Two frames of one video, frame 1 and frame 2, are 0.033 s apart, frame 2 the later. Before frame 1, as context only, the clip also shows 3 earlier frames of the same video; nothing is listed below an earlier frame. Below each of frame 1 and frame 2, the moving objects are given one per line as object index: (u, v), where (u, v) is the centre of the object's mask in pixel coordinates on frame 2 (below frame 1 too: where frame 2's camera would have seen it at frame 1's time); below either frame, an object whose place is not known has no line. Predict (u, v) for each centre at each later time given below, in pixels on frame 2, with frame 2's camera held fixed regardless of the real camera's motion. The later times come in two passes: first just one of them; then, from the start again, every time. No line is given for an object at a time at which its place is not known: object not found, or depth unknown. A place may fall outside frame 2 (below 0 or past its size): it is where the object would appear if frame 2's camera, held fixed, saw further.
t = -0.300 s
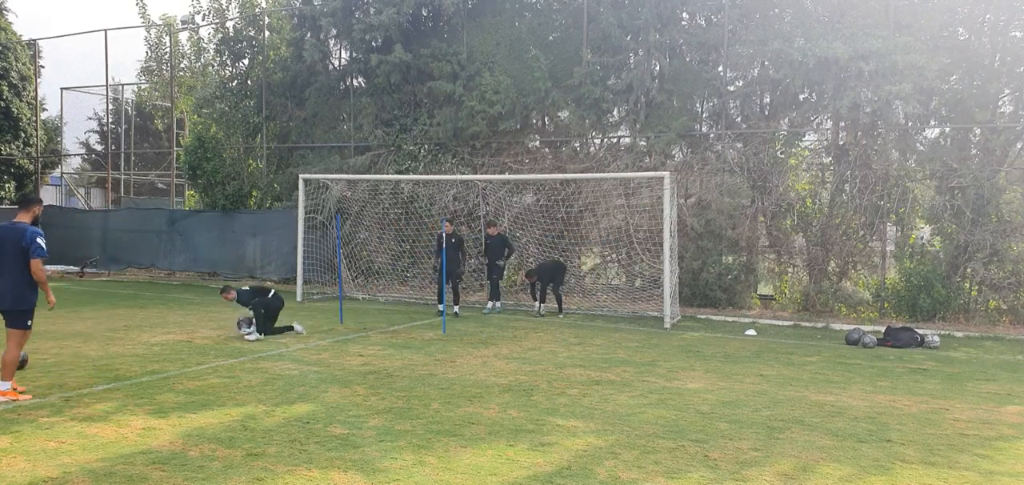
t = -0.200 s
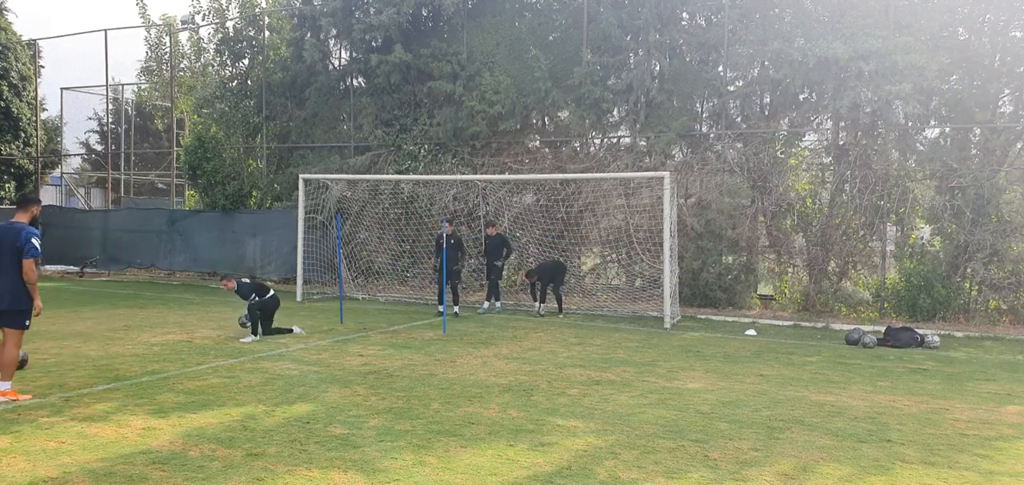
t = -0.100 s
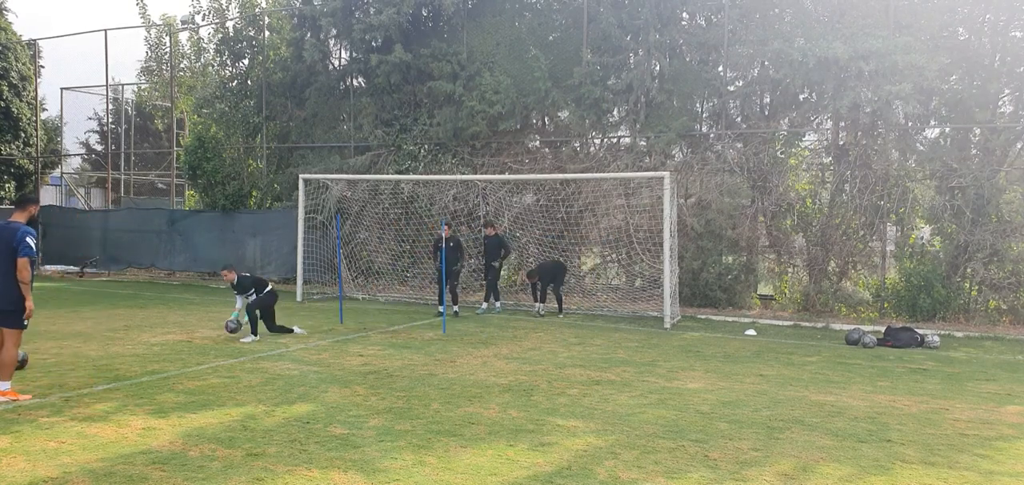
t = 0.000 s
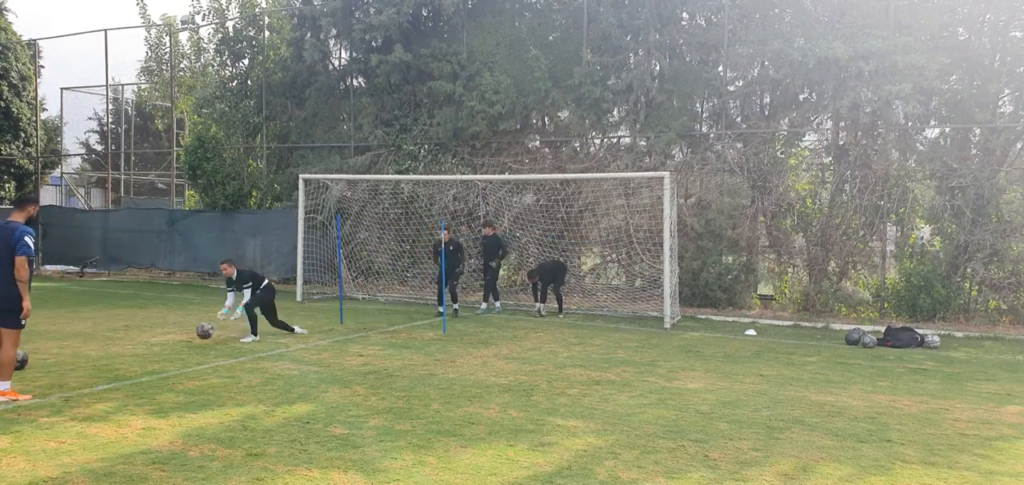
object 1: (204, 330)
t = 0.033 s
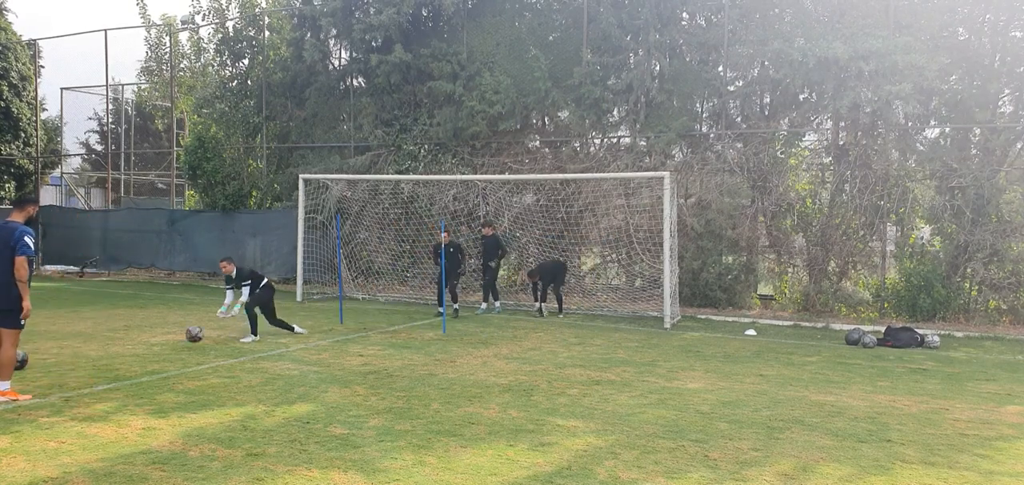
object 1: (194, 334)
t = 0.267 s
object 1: (124, 352)
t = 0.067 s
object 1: (183, 338)
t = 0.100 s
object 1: (172, 344)
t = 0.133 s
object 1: (161, 349)
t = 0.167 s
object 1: (152, 349)
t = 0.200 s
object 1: (144, 349)
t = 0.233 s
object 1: (134, 349)
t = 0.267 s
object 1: (124, 352)
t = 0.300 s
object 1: (115, 355)
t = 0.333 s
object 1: (104, 359)
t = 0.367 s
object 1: (94, 364)
